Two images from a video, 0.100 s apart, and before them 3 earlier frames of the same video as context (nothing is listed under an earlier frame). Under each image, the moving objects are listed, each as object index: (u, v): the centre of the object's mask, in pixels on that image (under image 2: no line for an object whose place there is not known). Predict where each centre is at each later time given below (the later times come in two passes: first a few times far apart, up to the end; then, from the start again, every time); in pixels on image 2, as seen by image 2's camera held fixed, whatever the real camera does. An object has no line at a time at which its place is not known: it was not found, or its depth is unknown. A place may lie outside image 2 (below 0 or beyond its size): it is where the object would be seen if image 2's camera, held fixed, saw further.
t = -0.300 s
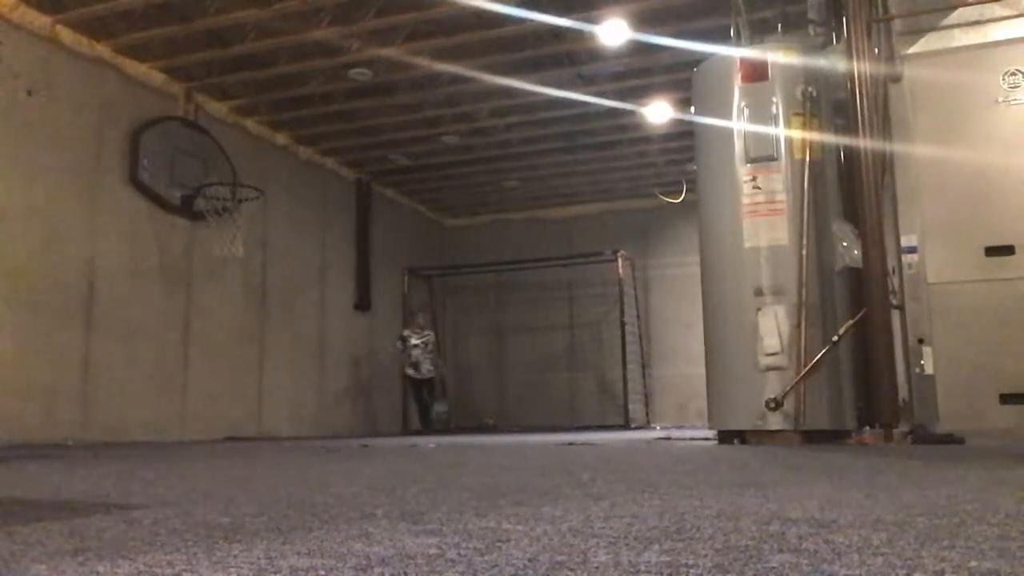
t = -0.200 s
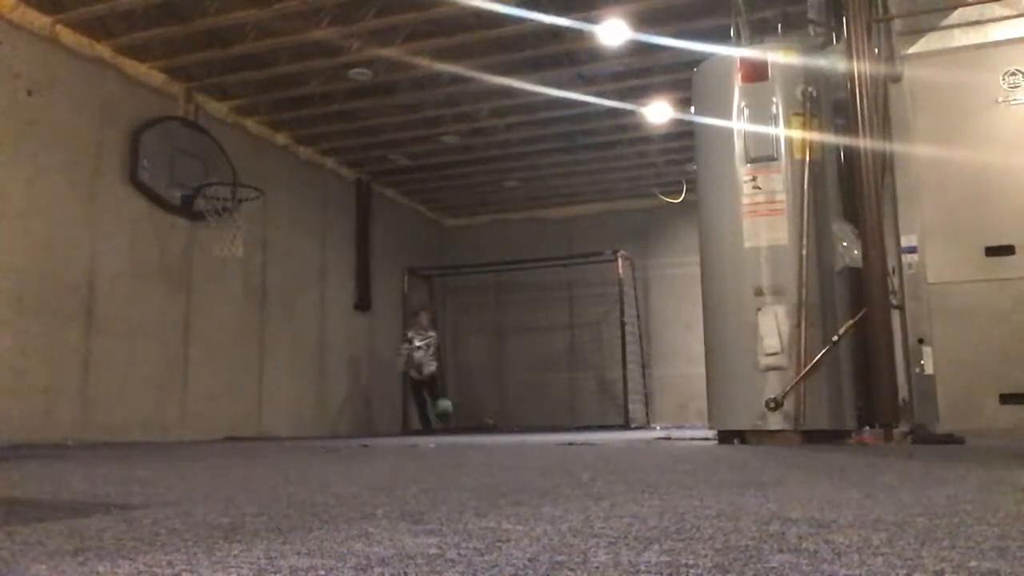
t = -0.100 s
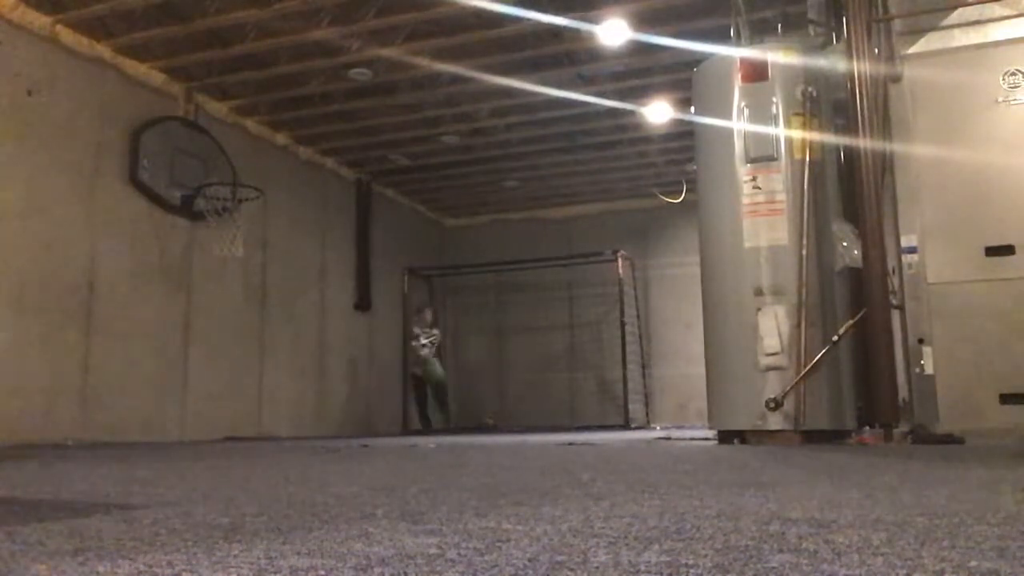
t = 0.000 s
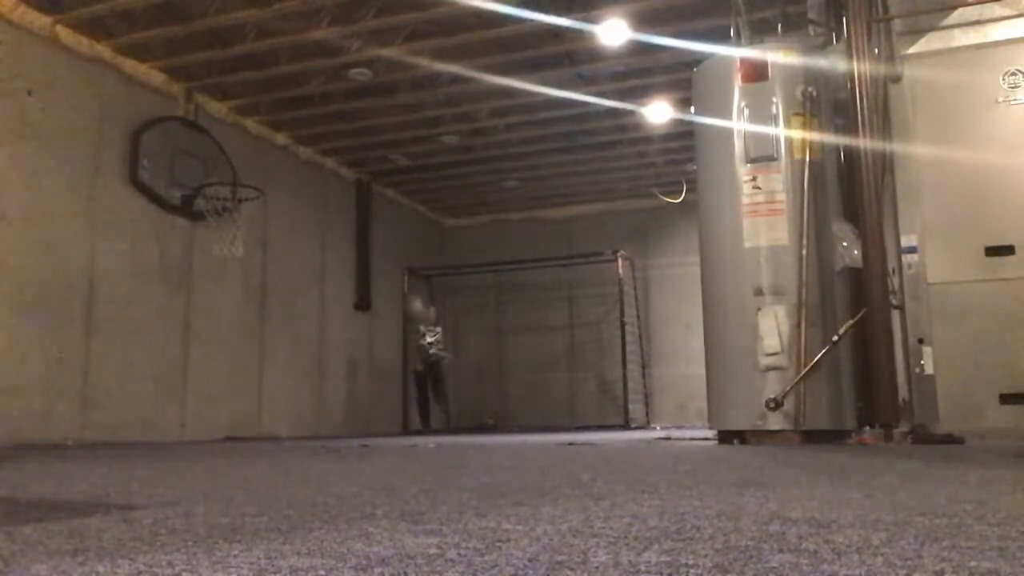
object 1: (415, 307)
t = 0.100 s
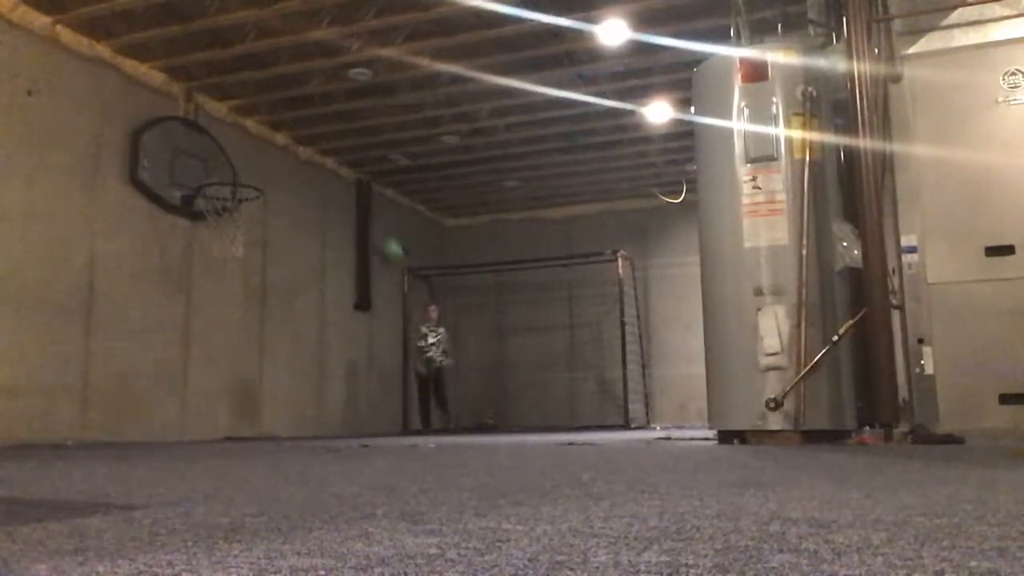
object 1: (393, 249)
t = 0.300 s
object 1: (324, 149)
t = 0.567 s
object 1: (174, 45)
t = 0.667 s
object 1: (77, 33)
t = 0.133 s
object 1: (382, 230)
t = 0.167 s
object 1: (370, 213)
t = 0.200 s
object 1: (362, 195)
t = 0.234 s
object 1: (353, 179)
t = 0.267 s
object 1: (339, 163)
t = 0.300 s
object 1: (324, 149)
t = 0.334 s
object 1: (311, 131)
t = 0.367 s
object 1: (295, 116)
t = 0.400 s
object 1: (278, 101)
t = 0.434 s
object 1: (262, 88)
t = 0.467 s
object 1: (241, 75)
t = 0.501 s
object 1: (218, 64)
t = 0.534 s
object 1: (199, 55)
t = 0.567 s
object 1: (174, 45)
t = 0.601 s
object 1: (143, 39)
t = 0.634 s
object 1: (109, 33)
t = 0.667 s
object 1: (77, 33)
